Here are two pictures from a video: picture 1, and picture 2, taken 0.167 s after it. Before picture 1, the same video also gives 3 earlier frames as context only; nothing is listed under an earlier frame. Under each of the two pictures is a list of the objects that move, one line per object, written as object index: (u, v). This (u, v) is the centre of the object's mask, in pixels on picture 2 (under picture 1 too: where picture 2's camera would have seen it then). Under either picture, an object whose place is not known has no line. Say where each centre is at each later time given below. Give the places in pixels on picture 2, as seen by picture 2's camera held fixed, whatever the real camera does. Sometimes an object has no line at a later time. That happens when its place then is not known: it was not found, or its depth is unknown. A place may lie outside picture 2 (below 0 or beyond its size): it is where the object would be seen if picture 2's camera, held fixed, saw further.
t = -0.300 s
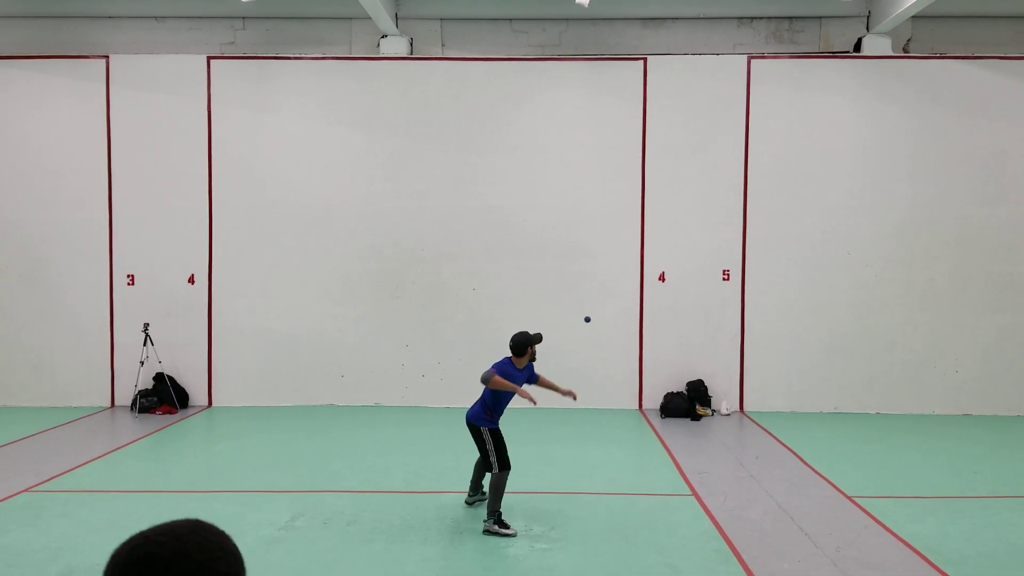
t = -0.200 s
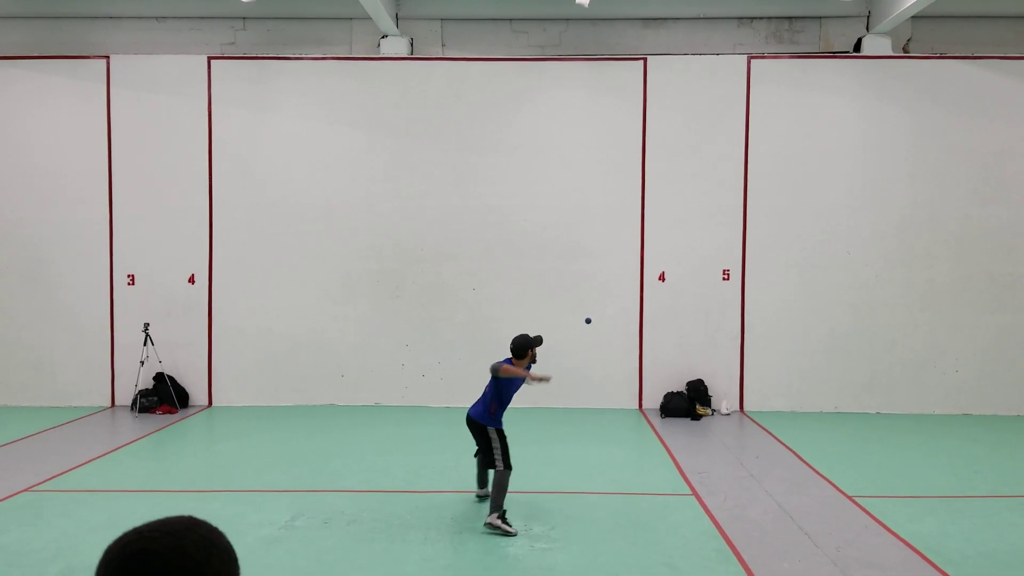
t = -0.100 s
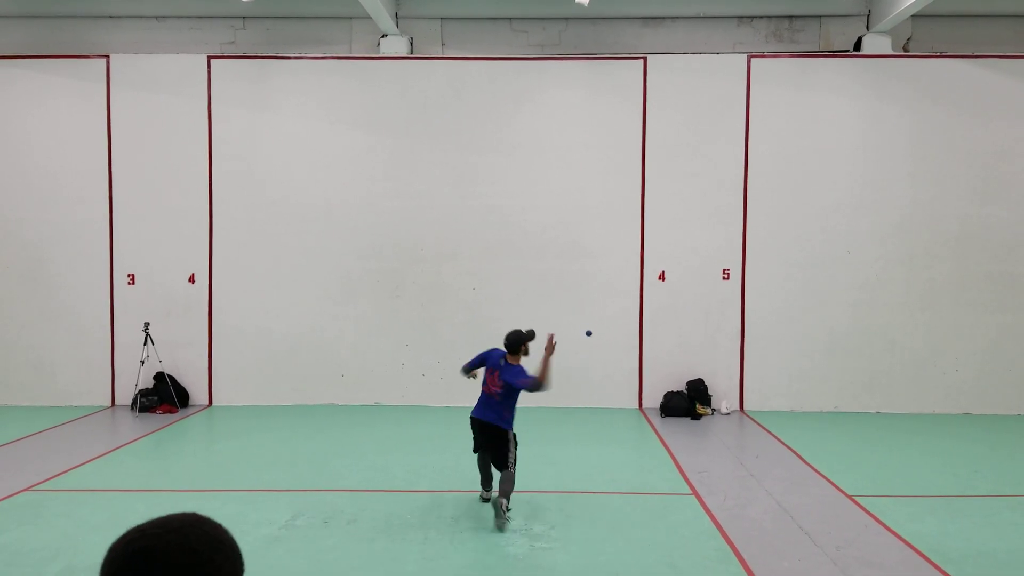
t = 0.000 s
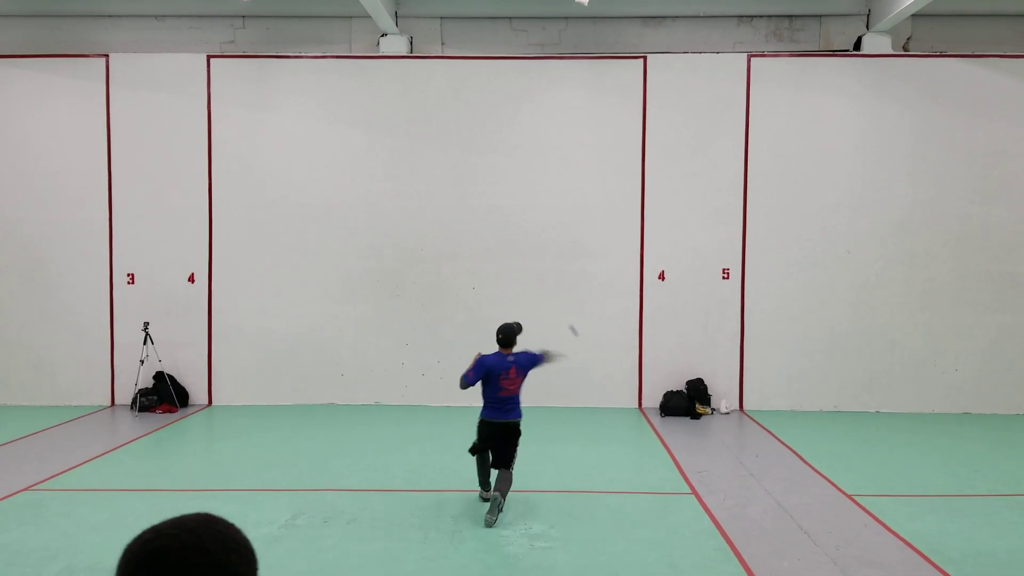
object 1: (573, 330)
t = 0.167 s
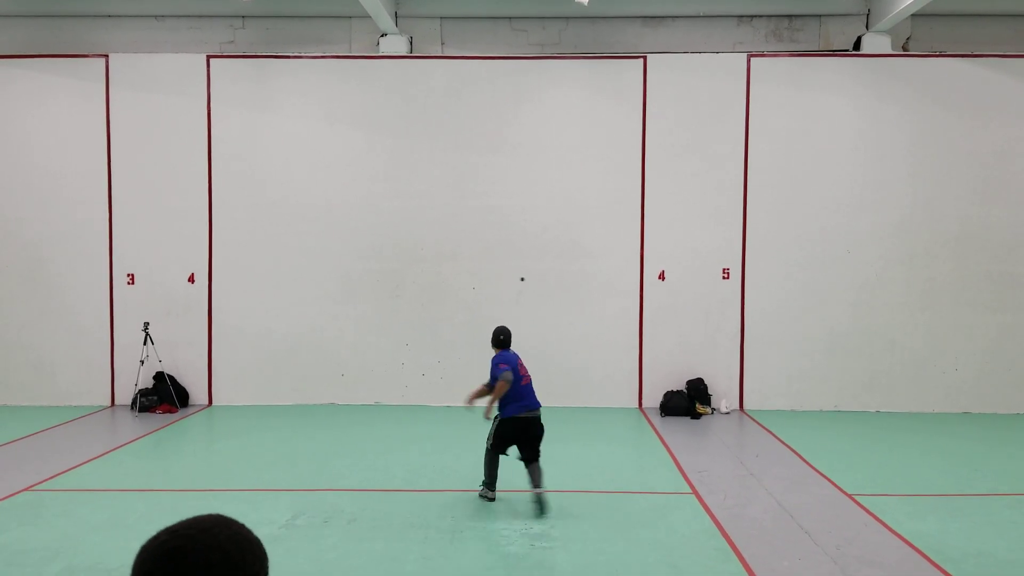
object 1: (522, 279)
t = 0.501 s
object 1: (430, 317)
